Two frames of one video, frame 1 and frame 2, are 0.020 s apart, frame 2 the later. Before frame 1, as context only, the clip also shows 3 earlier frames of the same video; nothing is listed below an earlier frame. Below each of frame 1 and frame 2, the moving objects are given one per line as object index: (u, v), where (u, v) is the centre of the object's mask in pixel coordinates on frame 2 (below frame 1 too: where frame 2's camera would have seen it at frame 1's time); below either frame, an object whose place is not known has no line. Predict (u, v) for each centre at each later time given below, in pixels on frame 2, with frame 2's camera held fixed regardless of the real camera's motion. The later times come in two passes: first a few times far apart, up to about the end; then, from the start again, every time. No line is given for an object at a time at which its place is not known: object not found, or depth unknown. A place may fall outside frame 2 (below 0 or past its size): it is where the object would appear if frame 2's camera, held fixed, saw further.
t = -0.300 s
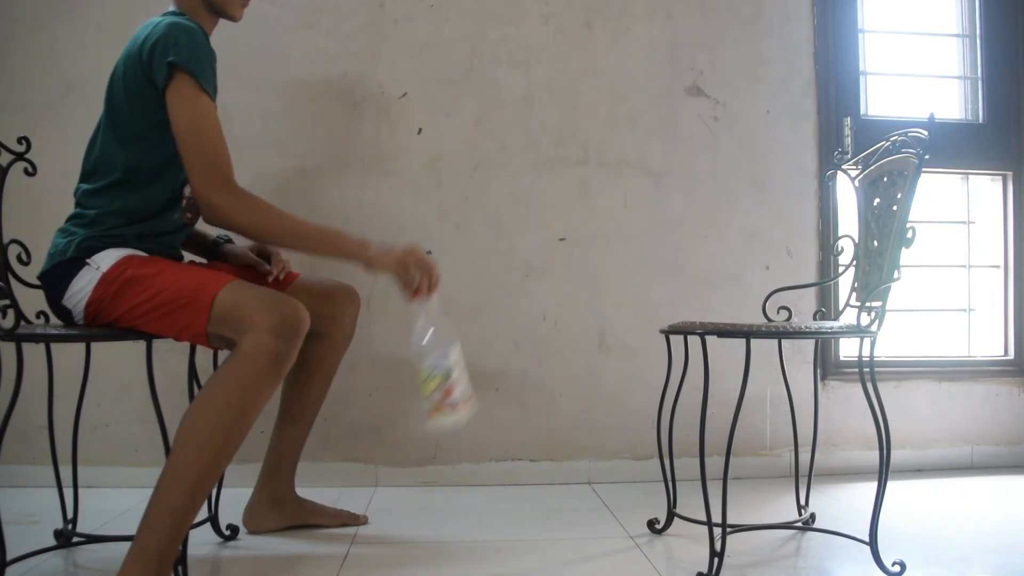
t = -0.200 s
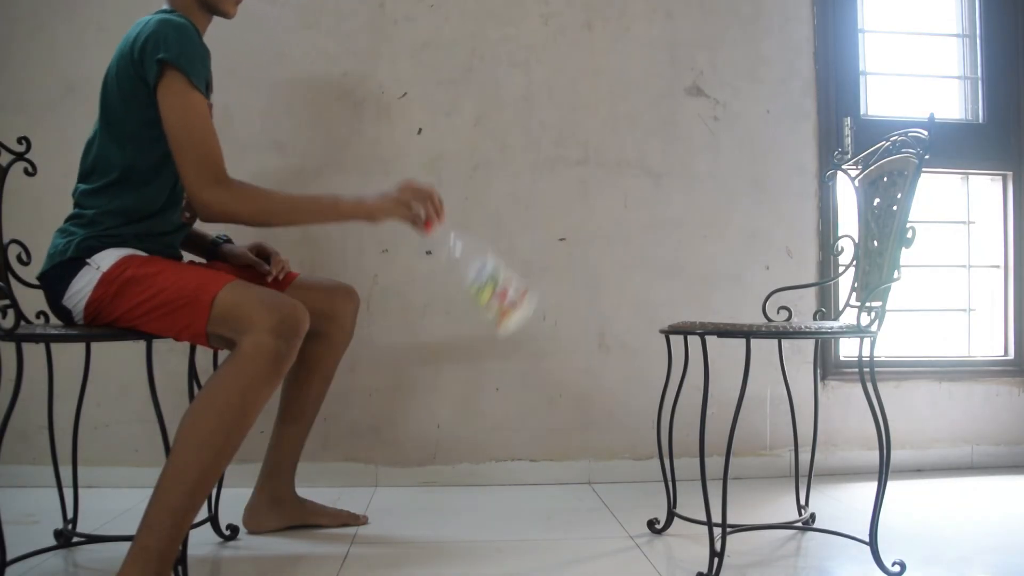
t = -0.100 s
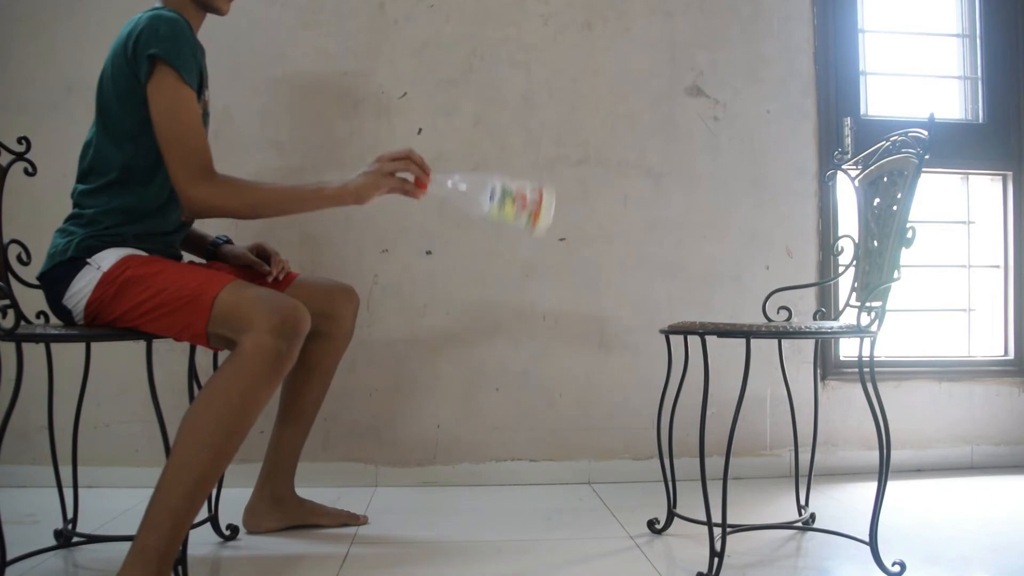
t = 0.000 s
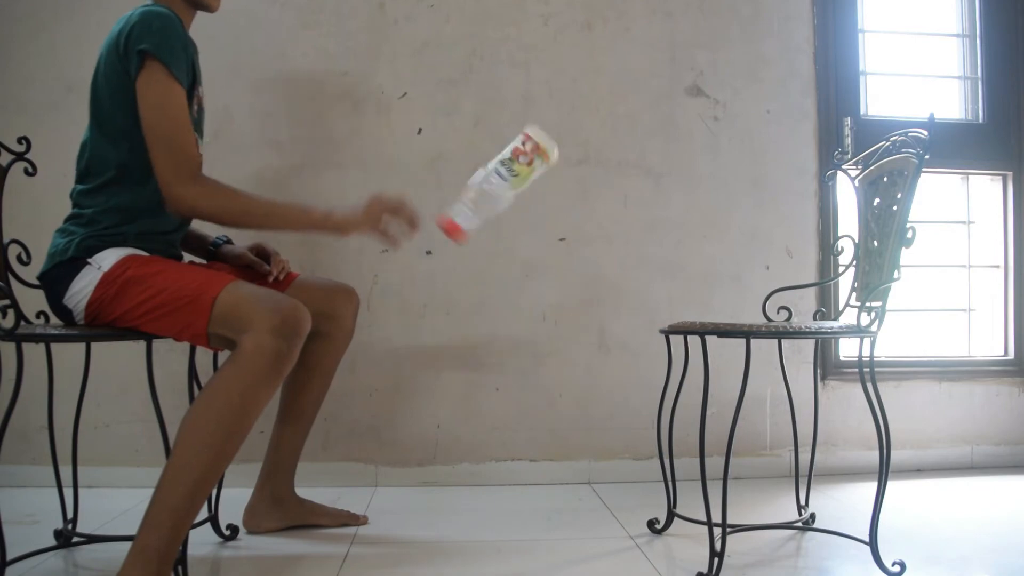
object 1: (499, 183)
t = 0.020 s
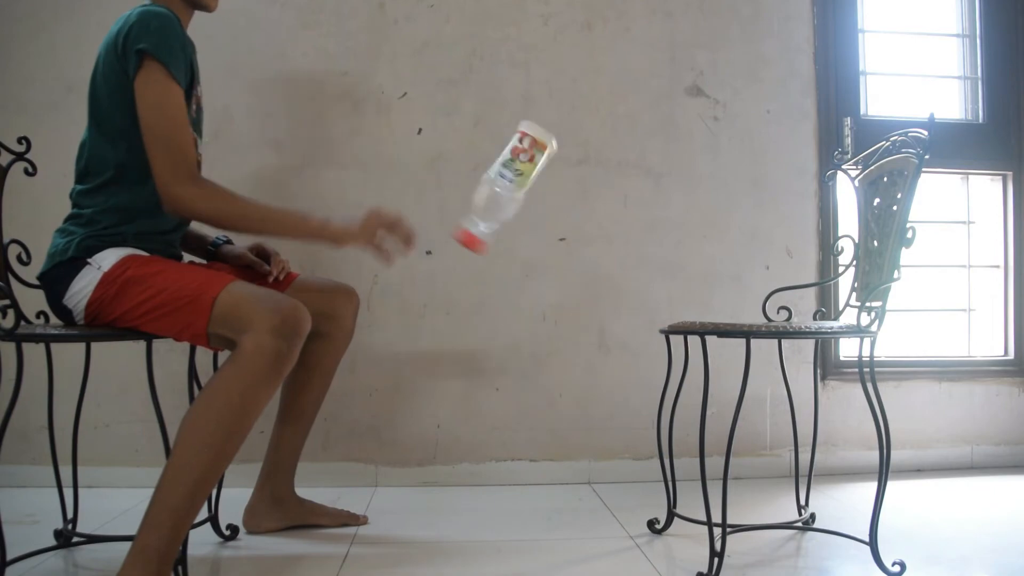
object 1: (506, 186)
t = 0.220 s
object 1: (554, 242)
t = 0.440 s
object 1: (537, 498)
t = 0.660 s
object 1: (561, 499)
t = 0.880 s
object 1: (538, 499)
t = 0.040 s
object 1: (513, 190)
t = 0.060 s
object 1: (521, 193)
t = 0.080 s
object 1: (530, 195)
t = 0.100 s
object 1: (537, 198)
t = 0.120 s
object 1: (543, 202)
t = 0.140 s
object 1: (549, 207)
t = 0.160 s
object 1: (551, 212)
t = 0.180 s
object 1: (553, 219)
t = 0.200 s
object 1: (554, 230)
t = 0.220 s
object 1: (554, 242)
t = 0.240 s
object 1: (553, 257)
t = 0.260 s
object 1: (552, 276)
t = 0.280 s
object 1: (550, 296)
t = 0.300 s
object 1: (547, 320)
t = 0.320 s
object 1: (545, 347)
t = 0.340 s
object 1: (542, 378)
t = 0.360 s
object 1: (540, 407)
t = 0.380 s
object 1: (538, 439)
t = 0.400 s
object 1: (536, 481)
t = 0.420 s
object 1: (535, 499)
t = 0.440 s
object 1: (537, 498)
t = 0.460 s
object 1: (542, 499)
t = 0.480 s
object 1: (546, 500)
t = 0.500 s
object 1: (549, 500)
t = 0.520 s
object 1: (551, 500)
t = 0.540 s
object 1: (554, 500)
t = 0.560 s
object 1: (556, 500)
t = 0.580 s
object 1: (557, 500)
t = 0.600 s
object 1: (559, 500)
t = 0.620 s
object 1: (560, 500)
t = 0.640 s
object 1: (561, 499)
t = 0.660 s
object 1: (561, 499)
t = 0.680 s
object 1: (561, 499)
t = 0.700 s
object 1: (560, 499)
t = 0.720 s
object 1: (559, 499)
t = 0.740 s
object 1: (556, 499)
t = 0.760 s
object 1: (554, 498)
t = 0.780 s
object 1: (551, 498)
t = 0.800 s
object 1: (547, 498)
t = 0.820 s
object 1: (542, 498)
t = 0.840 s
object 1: (540, 498)
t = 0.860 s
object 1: (538, 499)
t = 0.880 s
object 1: (538, 499)
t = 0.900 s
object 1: (537, 499)
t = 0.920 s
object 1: (537, 499)
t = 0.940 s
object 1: (537, 499)
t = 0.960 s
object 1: (536, 499)
